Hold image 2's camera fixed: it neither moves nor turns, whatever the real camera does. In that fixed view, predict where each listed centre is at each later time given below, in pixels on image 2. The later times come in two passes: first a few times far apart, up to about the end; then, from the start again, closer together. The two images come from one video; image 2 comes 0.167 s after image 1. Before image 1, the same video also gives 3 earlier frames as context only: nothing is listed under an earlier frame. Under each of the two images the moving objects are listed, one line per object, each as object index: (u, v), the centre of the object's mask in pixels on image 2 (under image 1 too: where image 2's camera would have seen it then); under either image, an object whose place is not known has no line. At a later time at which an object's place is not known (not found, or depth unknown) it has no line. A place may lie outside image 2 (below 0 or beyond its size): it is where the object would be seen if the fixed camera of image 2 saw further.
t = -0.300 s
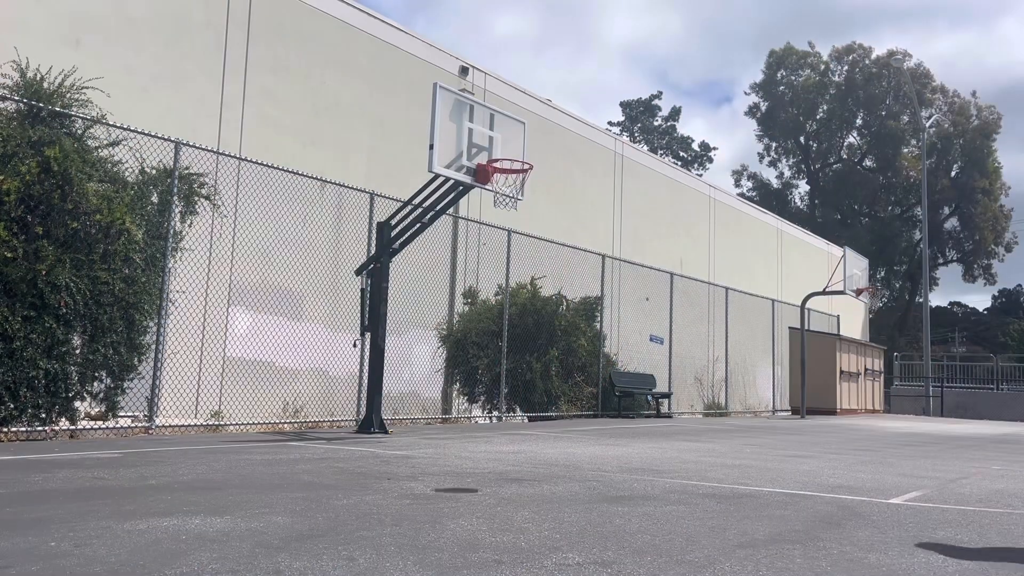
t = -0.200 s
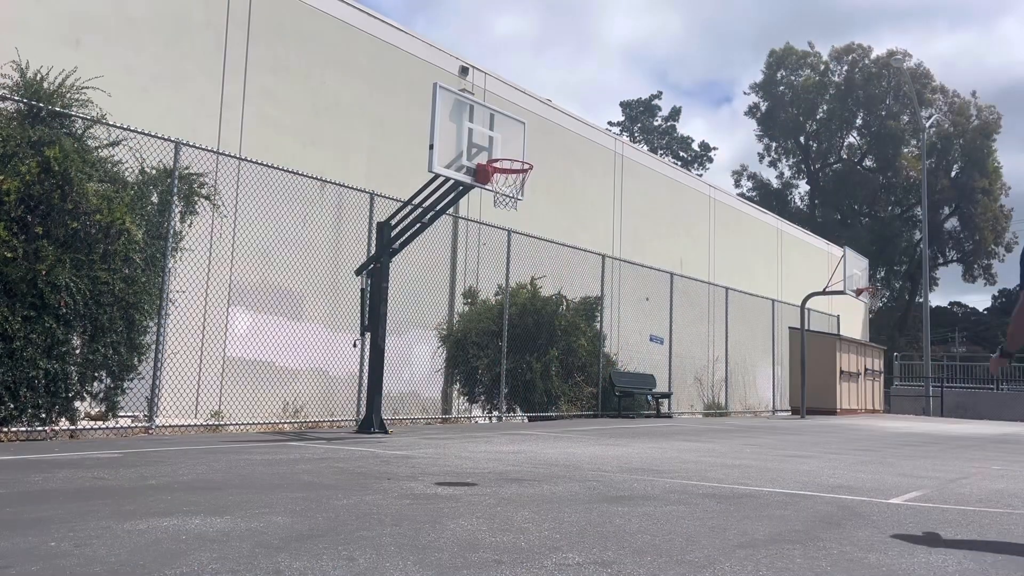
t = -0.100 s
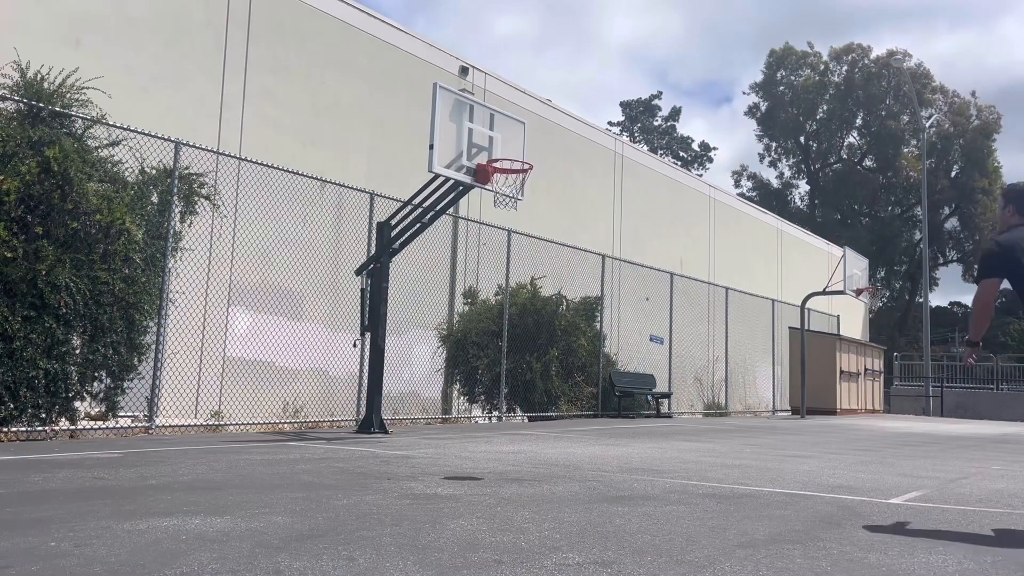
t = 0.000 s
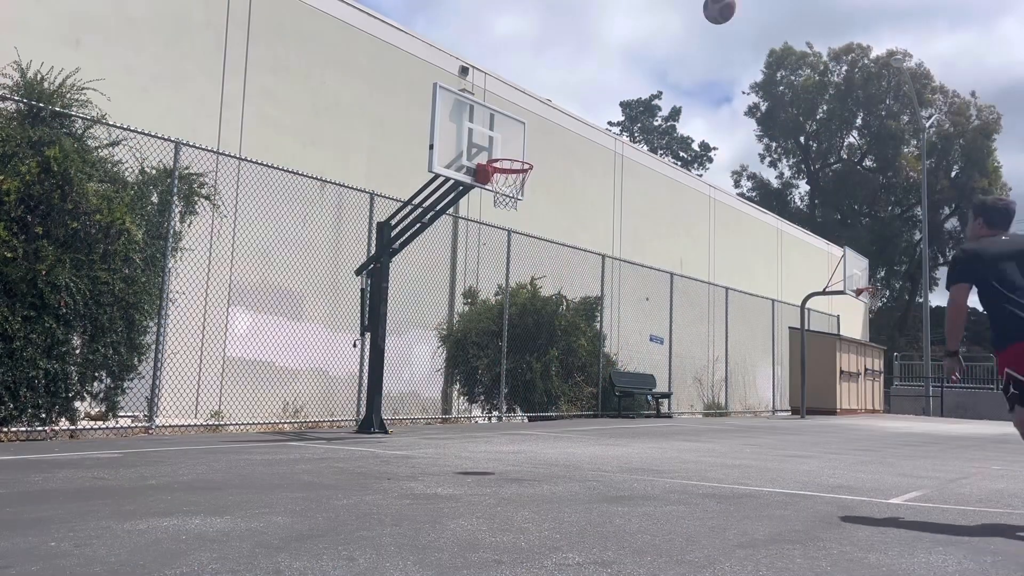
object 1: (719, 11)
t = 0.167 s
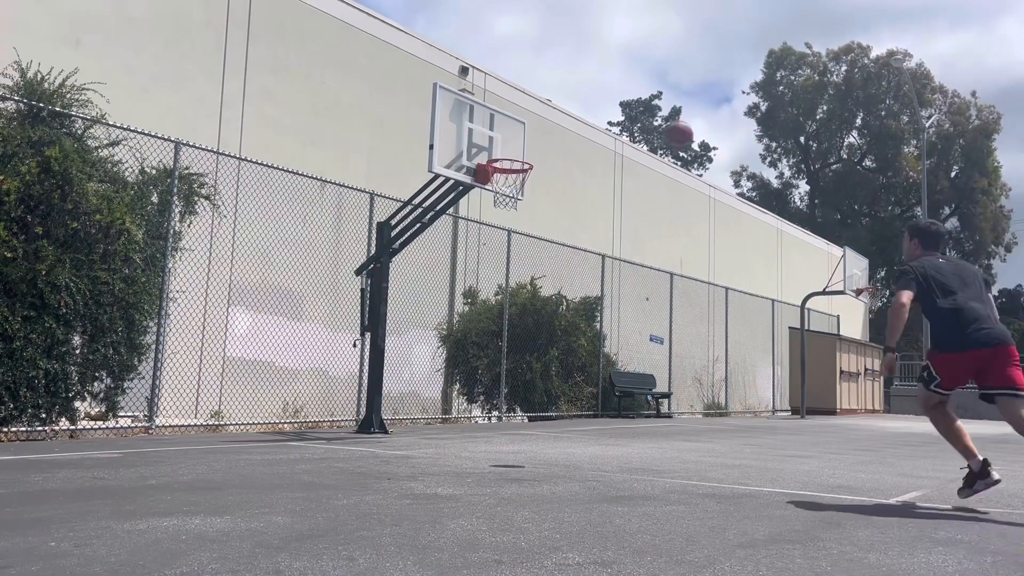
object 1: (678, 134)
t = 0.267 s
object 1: (654, 221)
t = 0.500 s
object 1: (604, 444)
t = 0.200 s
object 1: (670, 163)
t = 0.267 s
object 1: (654, 221)
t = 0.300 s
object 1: (646, 251)
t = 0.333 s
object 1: (639, 281)
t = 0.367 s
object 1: (631, 312)
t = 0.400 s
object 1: (624, 344)
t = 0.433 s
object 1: (618, 376)
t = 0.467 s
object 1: (611, 410)
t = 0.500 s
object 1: (604, 444)
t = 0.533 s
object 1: (603, 418)
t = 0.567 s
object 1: (602, 390)
